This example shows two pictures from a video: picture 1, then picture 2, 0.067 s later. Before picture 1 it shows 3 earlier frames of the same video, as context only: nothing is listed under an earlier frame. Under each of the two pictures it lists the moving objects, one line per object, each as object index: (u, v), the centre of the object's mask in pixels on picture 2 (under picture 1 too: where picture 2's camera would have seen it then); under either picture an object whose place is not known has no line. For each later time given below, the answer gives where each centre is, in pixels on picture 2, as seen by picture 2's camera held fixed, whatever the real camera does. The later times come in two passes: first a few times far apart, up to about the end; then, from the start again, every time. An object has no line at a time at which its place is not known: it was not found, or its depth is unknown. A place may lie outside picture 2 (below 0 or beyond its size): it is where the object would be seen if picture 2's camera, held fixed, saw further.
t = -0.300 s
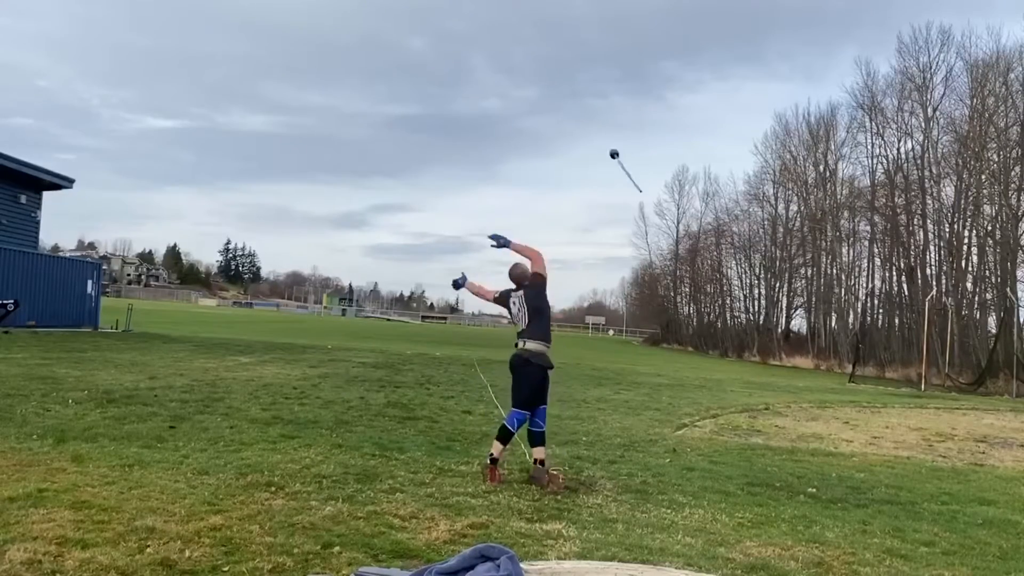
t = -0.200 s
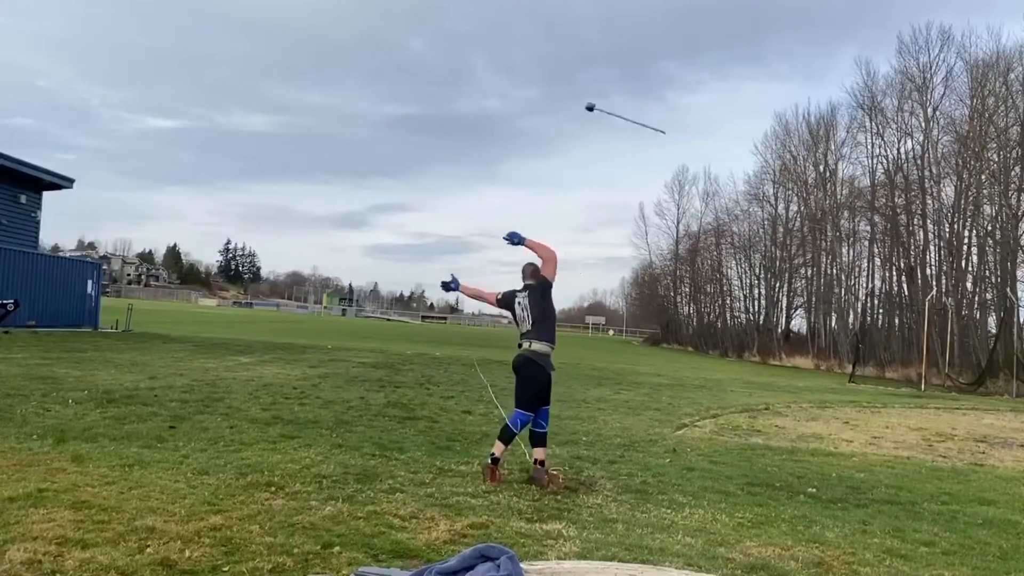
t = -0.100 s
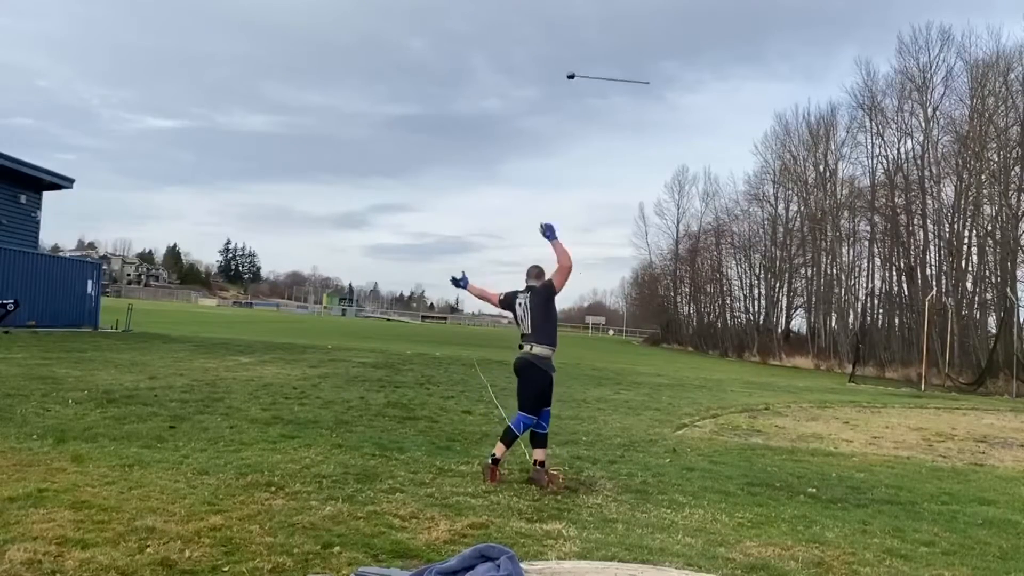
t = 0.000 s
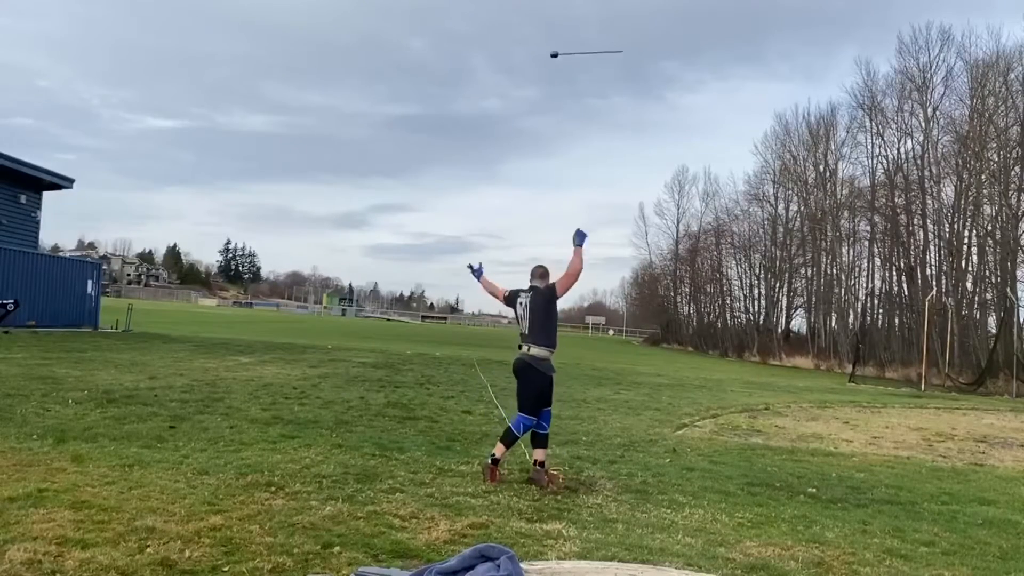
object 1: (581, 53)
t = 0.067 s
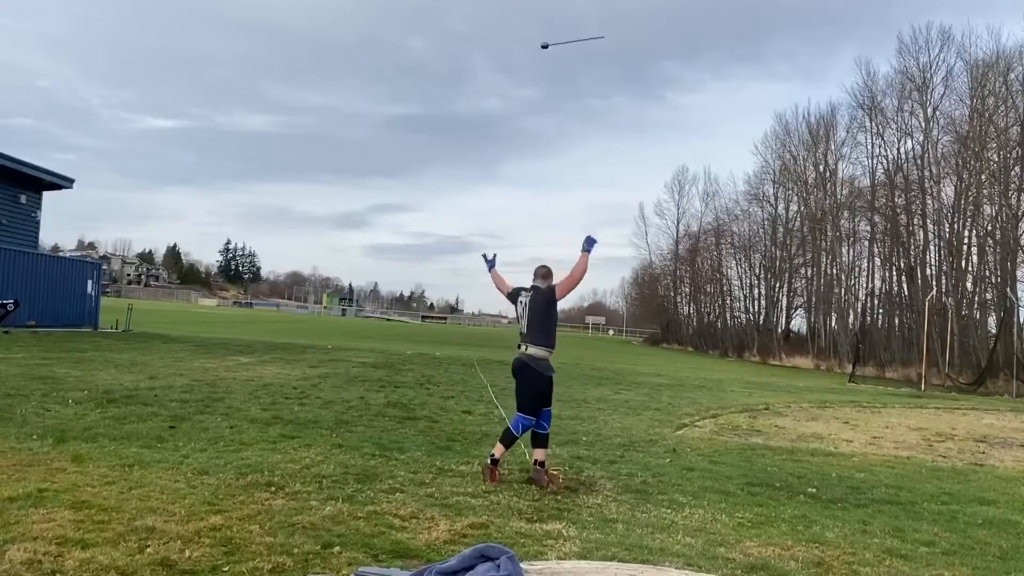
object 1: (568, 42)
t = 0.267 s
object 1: (539, 28)
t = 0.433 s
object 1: (522, 31)
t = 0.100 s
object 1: (563, 38)
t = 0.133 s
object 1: (557, 35)
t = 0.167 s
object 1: (552, 32)
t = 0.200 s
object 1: (547, 30)
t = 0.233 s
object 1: (543, 29)
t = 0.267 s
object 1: (539, 28)
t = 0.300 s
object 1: (536, 27)
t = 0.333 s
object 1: (532, 27)
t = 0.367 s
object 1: (528, 28)
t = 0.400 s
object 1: (525, 29)
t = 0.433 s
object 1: (522, 31)
